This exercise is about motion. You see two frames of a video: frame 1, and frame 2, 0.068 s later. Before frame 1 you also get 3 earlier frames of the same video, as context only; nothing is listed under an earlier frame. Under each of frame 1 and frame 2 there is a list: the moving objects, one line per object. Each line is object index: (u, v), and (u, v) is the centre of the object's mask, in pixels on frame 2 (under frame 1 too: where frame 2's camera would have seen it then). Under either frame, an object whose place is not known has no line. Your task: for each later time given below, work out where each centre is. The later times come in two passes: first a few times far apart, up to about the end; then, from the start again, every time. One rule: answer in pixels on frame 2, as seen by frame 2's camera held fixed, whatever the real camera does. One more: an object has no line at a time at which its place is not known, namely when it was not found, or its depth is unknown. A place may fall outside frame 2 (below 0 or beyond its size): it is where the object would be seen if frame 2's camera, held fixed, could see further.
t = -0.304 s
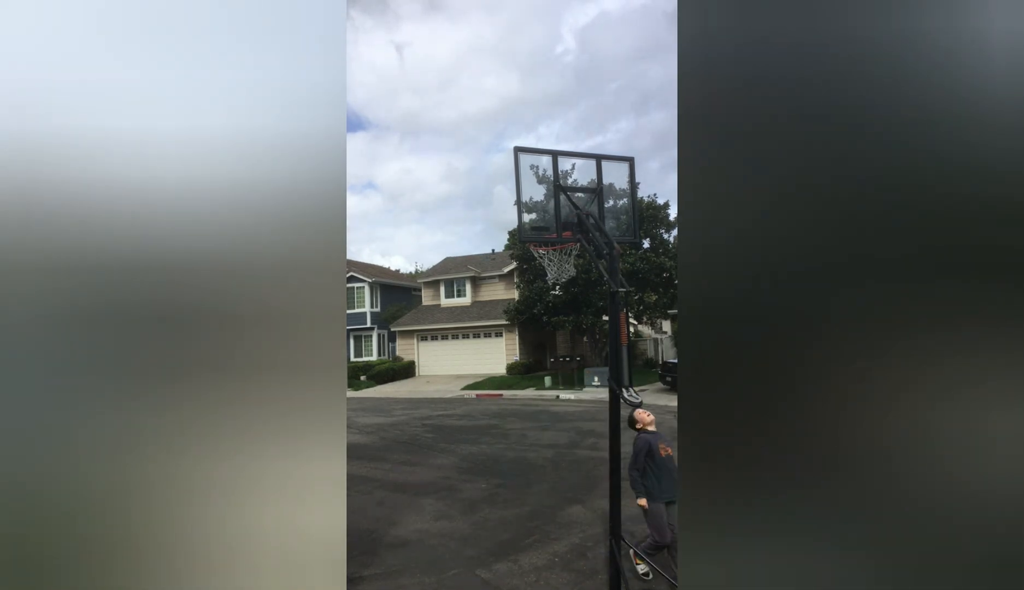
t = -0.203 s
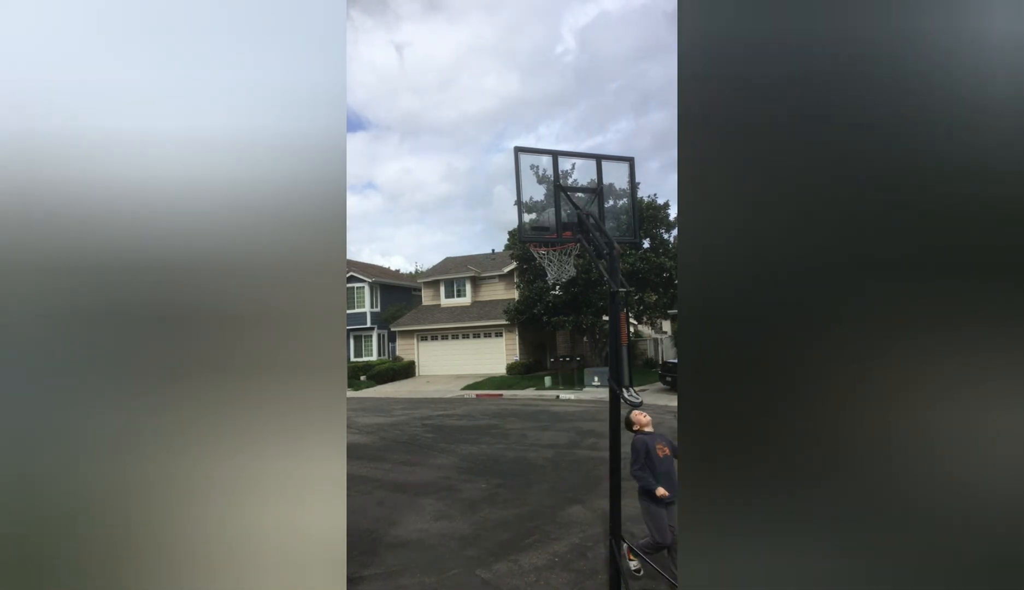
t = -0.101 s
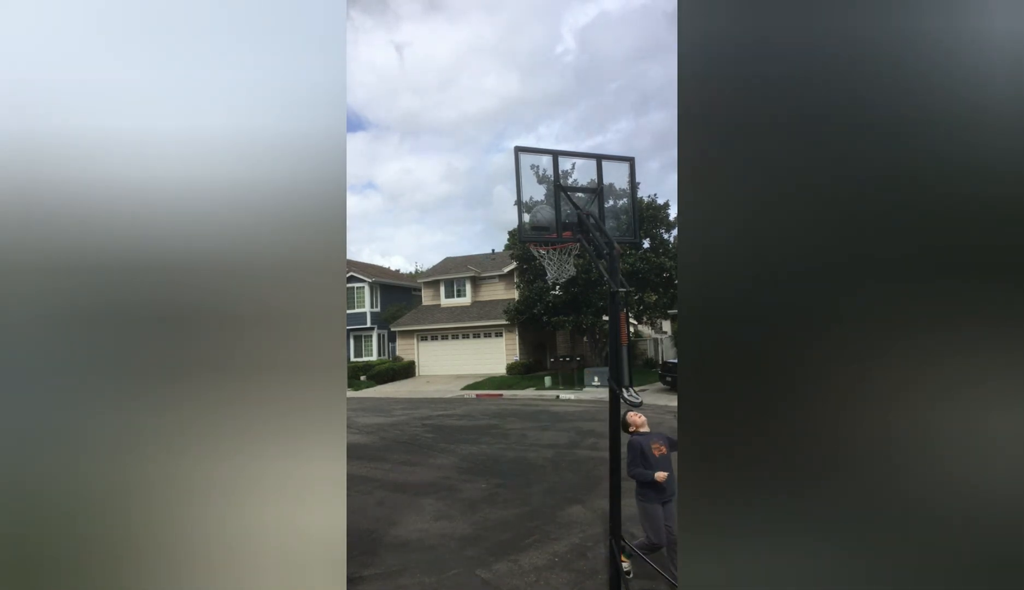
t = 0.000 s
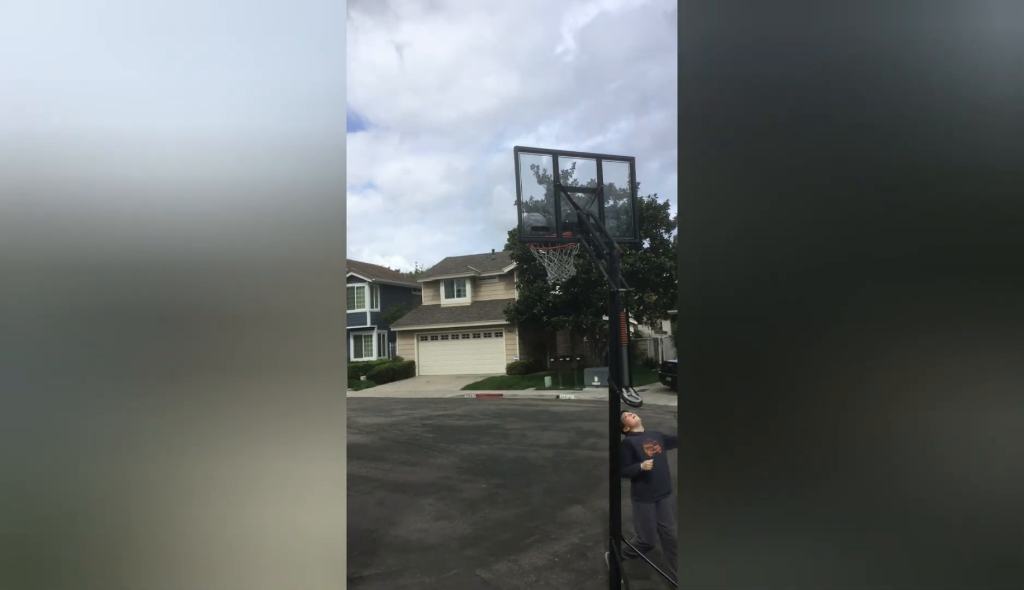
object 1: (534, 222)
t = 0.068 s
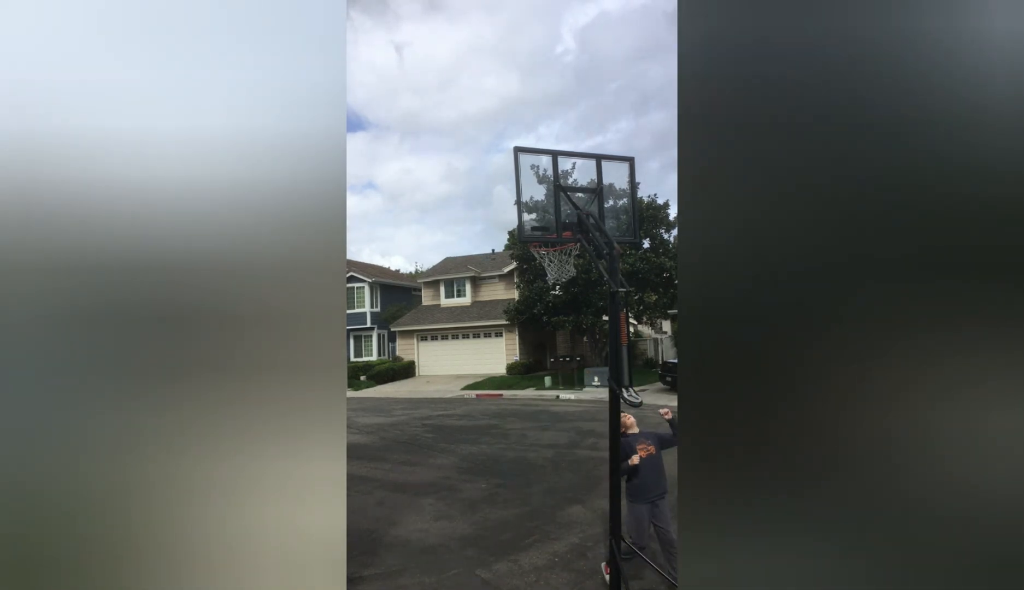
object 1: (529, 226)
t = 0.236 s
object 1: (511, 242)
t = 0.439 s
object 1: (496, 284)
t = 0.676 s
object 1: (481, 384)
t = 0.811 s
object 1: (472, 466)
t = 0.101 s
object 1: (528, 227)
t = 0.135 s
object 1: (517, 232)
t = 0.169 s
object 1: (516, 233)
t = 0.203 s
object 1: (511, 238)
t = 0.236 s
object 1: (511, 242)
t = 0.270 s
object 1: (509, 246)
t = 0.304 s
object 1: (507, 251)
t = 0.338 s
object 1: (504, 258)
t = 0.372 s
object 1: (501, 265)
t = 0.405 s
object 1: (499, 274)
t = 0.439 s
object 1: (496, 284)
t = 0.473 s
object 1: (494, 296)
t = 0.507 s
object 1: (491, 308)
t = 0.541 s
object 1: (489, 321)
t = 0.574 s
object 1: (487, 336)
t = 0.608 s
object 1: (485, 351)
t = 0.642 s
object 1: (483, 367)
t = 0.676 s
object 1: (481, 384)
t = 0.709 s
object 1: (478, 404)
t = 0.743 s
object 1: (476, 422)
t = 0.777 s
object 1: (474, 444)
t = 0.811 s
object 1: (472, 466)
